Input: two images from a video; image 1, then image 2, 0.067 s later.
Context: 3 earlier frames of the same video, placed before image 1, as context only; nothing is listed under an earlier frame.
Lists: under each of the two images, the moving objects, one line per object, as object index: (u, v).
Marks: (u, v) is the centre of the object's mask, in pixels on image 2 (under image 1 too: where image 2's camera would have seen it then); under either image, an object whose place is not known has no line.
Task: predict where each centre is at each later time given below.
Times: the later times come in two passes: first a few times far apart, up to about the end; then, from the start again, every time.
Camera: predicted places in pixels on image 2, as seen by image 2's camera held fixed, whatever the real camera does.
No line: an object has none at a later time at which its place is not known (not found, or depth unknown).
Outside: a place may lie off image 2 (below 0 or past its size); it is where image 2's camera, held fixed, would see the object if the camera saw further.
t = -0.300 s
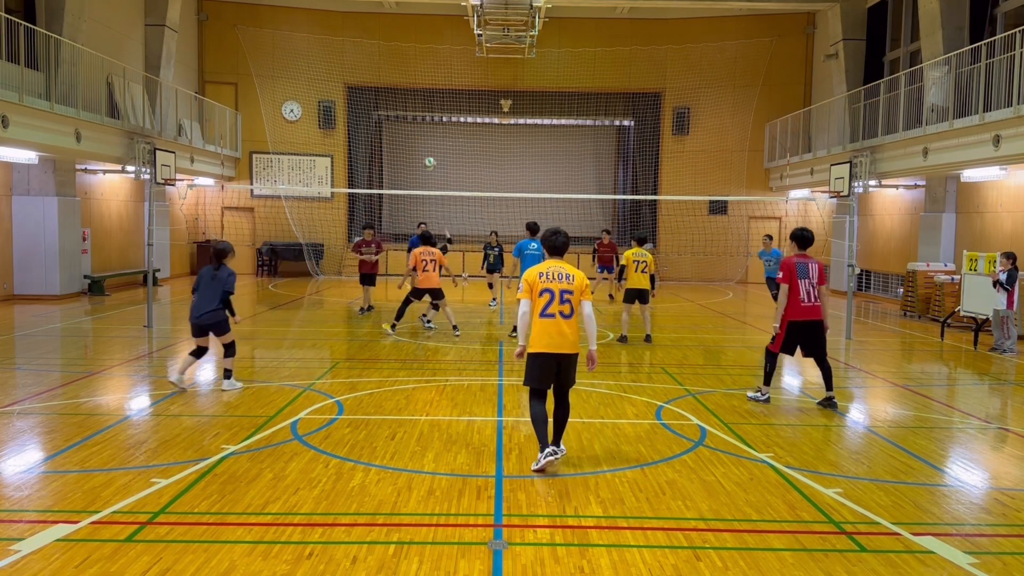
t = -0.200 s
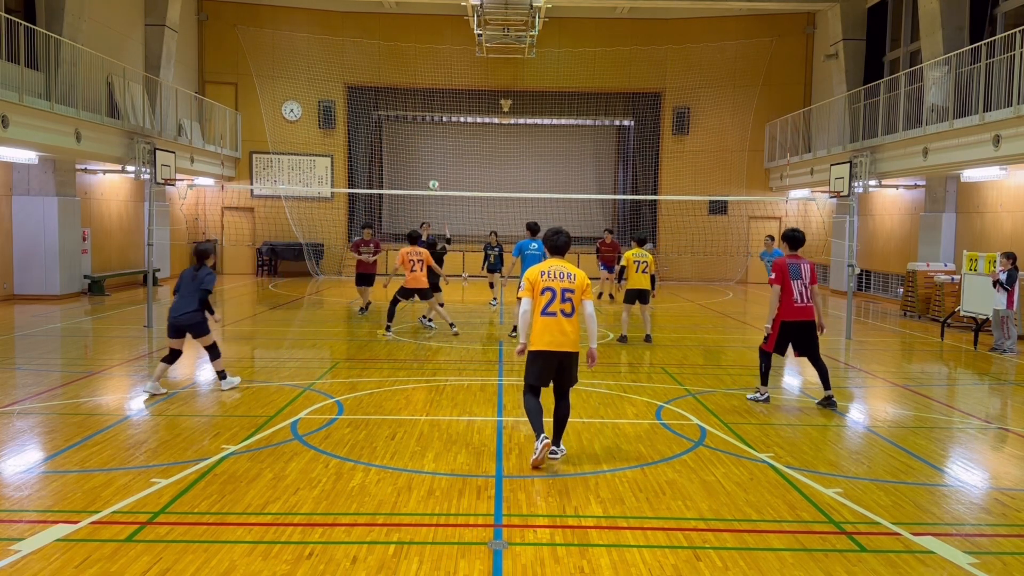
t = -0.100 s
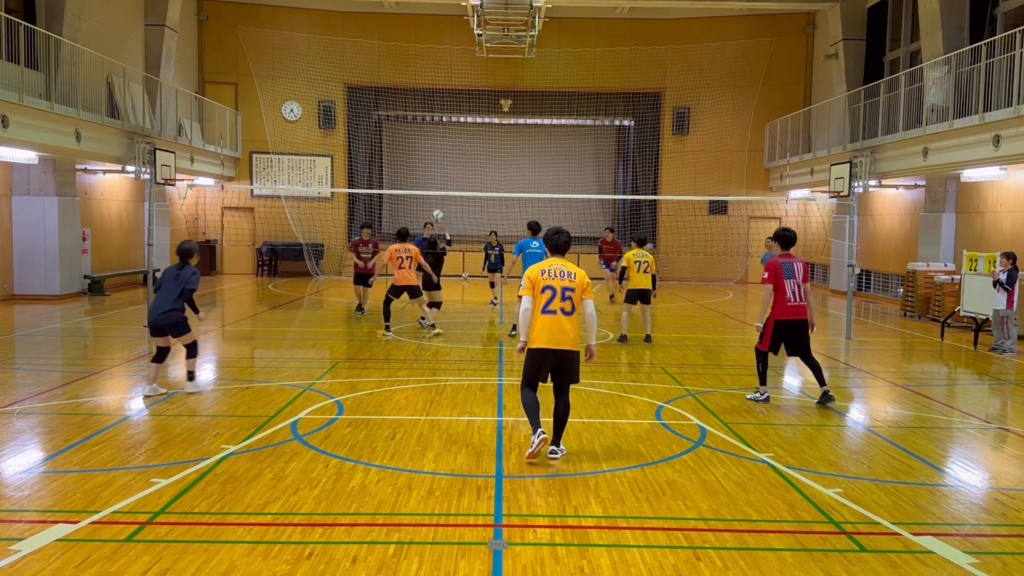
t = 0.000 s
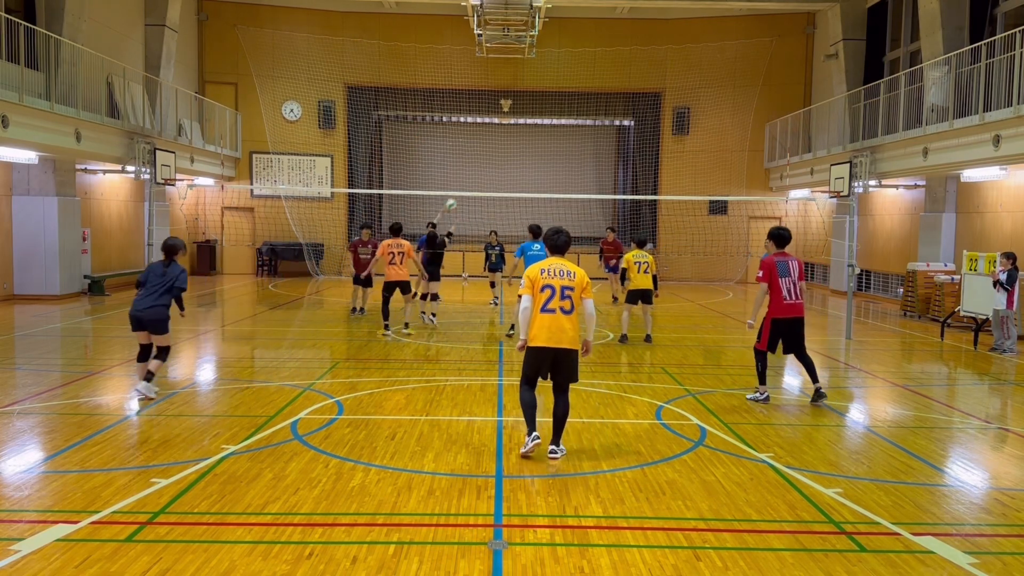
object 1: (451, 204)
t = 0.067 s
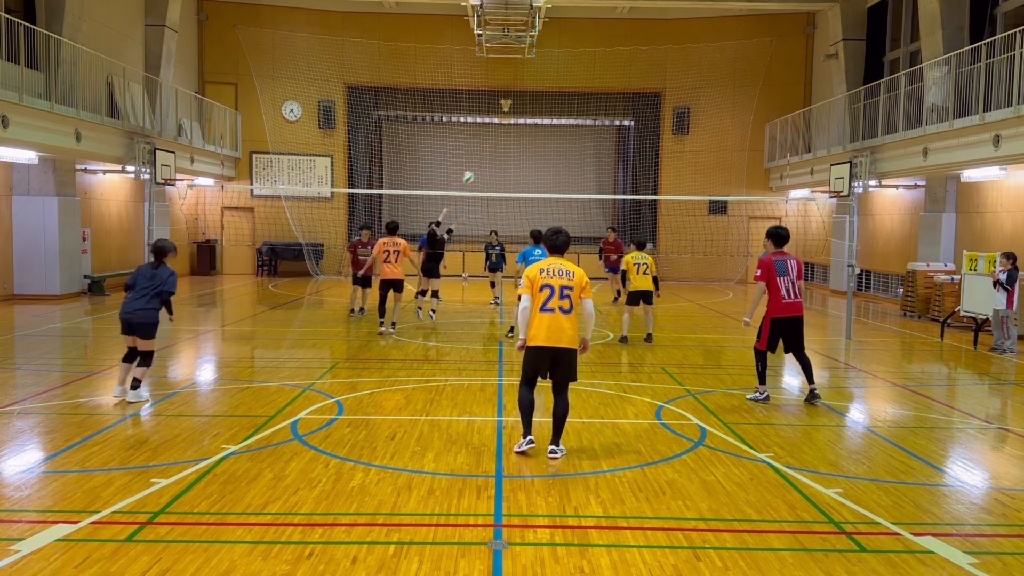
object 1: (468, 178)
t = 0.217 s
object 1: (507, 128)
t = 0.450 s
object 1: (566, 81)
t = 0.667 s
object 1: (620, 68)
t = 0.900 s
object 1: (675, 86)
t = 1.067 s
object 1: (713, 120)
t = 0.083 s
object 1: (472, 172)
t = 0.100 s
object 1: (476, 166)
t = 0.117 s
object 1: (481, 160)
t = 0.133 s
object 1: (485, 155)
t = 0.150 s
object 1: (489, 149)
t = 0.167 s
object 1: (494, 143)
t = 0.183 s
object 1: (498, 139)
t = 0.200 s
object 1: (502, 134)
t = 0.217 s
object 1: (507, 128)
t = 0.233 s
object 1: (511, 125)
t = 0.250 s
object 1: (516, 120)
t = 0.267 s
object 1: (520, 116)
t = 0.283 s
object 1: (524, 112)
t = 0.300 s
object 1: (528, 108)
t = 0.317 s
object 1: (533, 104)
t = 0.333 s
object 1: (537, 101)
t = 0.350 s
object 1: (541, 98)
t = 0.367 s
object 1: (545, 94)
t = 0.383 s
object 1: (549, 92)
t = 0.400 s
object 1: (554, 89)
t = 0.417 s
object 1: (558, 86)
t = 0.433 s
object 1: (562, 83)
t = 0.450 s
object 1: (566, 81)
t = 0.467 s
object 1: (571, 79)
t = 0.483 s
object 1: (574, 77)
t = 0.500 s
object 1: (578, 75)
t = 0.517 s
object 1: (583, 74)
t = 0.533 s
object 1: (587, 72)
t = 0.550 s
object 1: (591, 71)
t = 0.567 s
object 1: (596, 70)
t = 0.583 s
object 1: (599, 69)
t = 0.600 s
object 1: (604, 68)
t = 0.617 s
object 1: (608, 68)
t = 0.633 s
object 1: (612, 68)
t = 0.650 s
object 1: (616, 68)
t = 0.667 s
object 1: (620, 68)
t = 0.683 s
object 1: (624, 68)
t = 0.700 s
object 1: (628, 68)
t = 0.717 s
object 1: (632, 68)
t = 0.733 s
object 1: (636, 69)
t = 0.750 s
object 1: (640, 70)
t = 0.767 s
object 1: (644, 71)
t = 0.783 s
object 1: (648, 73)
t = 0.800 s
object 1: (652, 74)
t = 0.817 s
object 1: (656, 76)
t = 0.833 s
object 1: (660, 78)
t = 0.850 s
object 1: (663, 79)
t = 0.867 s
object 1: (668, 82)
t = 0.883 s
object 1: (671, 84)
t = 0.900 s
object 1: (675, 86)
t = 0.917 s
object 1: (679, 89)
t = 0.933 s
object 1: (683, 92)
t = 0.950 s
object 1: (686, 95)
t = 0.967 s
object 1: (691, 98)
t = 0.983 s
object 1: (694, 101)
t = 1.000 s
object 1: (697, 104)
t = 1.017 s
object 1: (702, 108)
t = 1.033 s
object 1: (706, 112)
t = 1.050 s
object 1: (709, 115)
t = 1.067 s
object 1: (713, 120)
